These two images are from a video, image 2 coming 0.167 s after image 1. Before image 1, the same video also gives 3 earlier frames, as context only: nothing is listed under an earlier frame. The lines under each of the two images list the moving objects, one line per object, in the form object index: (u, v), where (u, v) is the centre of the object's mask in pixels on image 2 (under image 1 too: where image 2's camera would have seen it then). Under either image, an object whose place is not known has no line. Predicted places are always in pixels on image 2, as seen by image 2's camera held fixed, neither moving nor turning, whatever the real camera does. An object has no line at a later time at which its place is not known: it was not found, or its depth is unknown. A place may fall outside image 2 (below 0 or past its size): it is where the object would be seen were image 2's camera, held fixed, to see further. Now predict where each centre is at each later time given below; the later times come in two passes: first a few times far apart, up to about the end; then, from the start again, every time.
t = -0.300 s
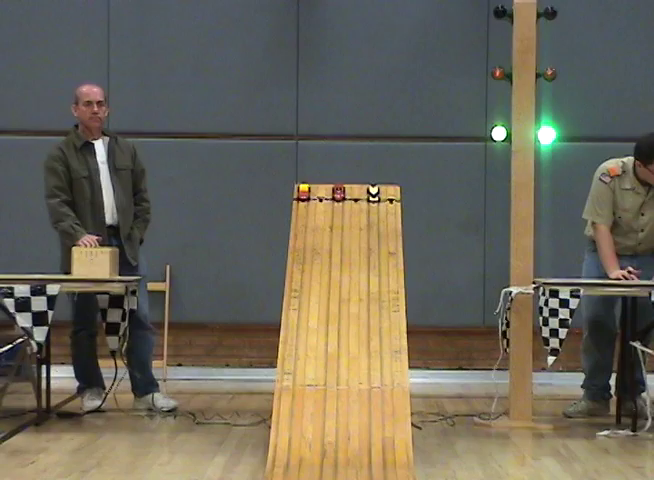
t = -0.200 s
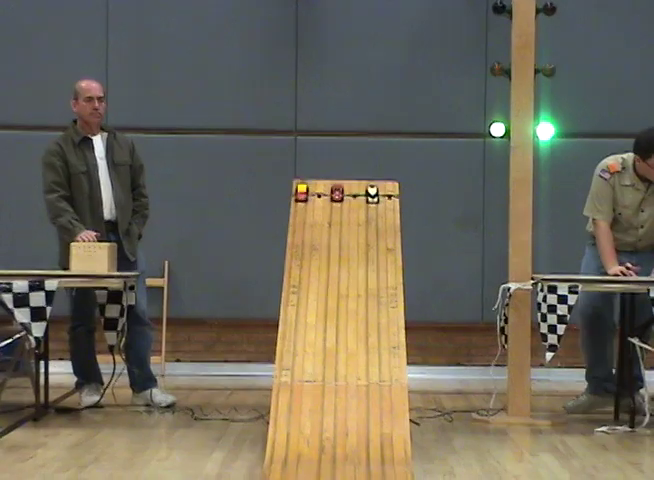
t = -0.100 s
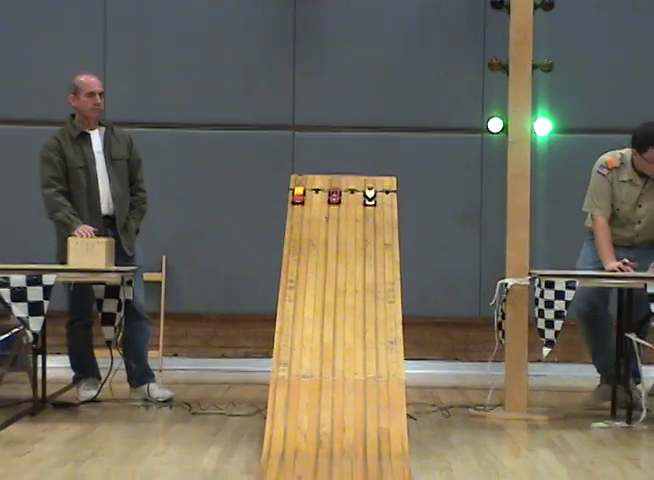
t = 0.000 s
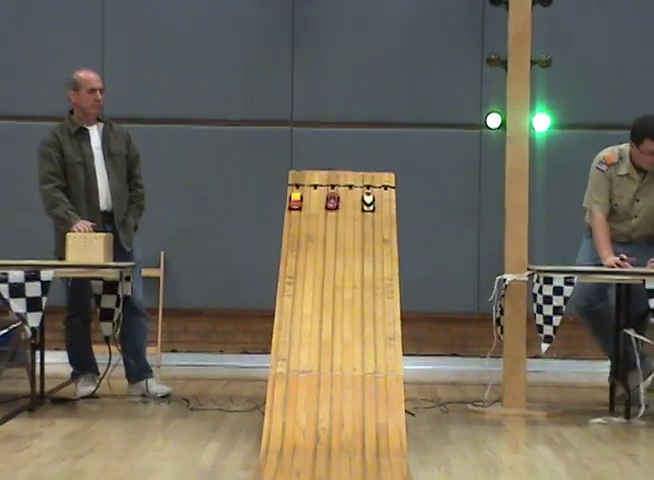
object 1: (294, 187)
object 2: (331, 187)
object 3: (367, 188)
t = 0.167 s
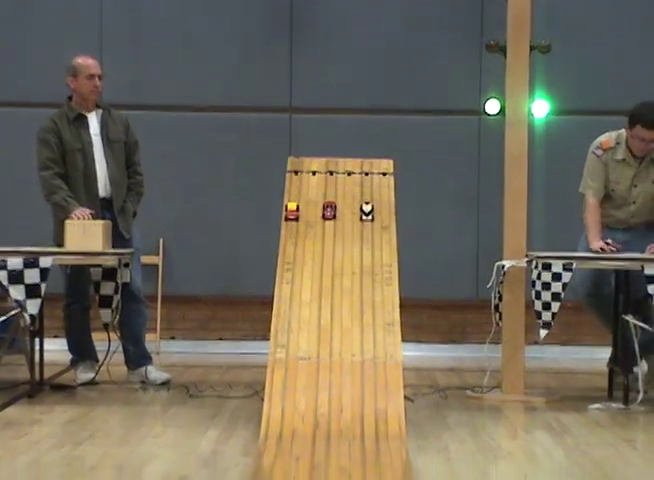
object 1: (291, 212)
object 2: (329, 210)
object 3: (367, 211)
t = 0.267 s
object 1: (291, 229)
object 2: (328, 228)
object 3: (367, 229)
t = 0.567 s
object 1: (284, 306)
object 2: (325, 303)
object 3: (368, 305)
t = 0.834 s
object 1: (275, 414)
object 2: (321, 408)
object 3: (368, 412)
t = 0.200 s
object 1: (291, 217)
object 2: (329, 216)
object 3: (366, 217)
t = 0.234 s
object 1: (291, 223)
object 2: (328, 222)
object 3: (367, 223)
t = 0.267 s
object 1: (291, 229)
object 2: (328, 228)
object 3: (367, 229)
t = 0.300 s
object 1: (290, 236)
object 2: (327, 235)
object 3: (366, 236)
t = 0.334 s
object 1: (289, 243)
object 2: (327, 242)
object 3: (366, 243)
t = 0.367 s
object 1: (289, 250)
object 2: (327, 249)
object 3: (367, 250)
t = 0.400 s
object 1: (289, 259)
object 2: (327, 257)
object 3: (366, 259)
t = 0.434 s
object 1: (288, 267)
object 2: (326, 265)
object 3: (367, 267)
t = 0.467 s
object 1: (287, 276)
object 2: (326, 274)
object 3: (367, 275)
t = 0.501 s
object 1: (286, 286)
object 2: (325, 283)
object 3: (368, 284)
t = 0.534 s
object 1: (285, 296)
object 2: (325, 292)
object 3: (368, 295)
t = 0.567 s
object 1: (284, 306)
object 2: (325, 303)
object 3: (368, 305)
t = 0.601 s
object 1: (283, 317)
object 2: (325, 313)
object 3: (368, 316)
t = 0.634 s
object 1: (282, 329)
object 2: (324, 325)
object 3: (367, 327)
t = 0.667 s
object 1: (281, 342)
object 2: (324, 337)
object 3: (367, 340)
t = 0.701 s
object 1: (281, 355)
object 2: (323, 349)
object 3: (367, 353)
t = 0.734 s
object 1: (280, 368)
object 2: (323, 363)
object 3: (367, 367)
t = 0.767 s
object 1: (279, 383)
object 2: (323, 377)
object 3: (367, 381)
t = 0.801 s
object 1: (277, 399)
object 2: (322, 393)
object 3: (368, 397)
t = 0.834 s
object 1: (275, 414)
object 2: (321, 408)
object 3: (368, 412)
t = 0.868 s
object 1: (273, 427)
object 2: (321, 423)
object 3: (369, 426)
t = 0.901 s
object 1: (271, 438)
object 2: (320, 434)
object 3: (370, 437)
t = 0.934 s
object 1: (270, 444)
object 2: (319, 443)
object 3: (371, 445)
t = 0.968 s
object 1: (269, 449)
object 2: (319, 448)
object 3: (371, 450)
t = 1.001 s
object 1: (268, 454)
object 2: (318, 453)
